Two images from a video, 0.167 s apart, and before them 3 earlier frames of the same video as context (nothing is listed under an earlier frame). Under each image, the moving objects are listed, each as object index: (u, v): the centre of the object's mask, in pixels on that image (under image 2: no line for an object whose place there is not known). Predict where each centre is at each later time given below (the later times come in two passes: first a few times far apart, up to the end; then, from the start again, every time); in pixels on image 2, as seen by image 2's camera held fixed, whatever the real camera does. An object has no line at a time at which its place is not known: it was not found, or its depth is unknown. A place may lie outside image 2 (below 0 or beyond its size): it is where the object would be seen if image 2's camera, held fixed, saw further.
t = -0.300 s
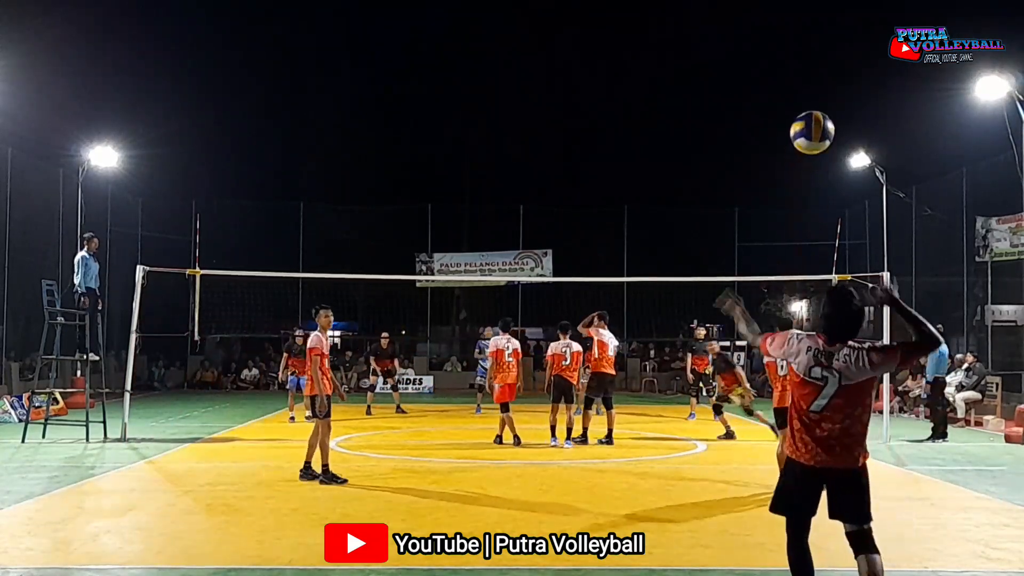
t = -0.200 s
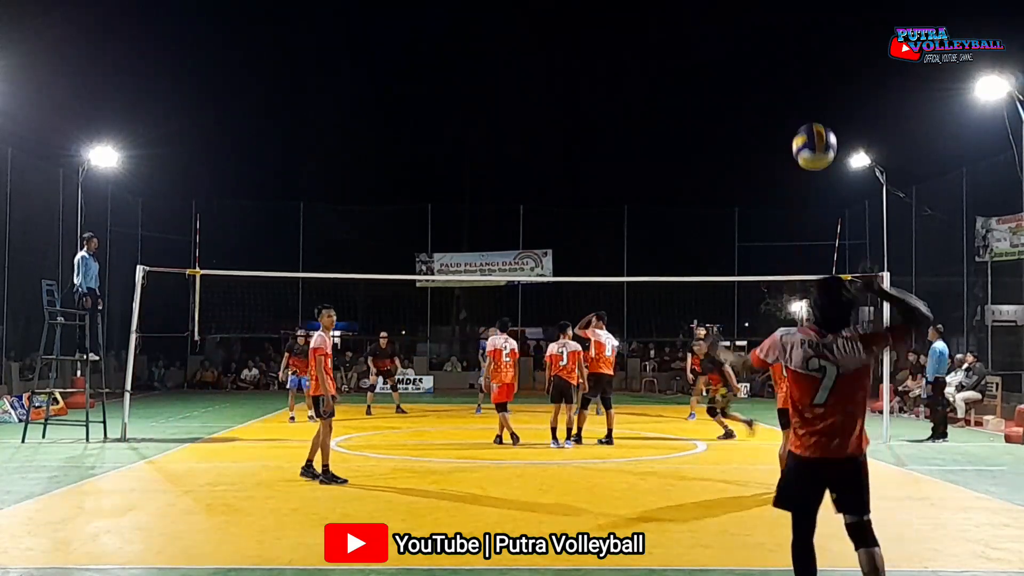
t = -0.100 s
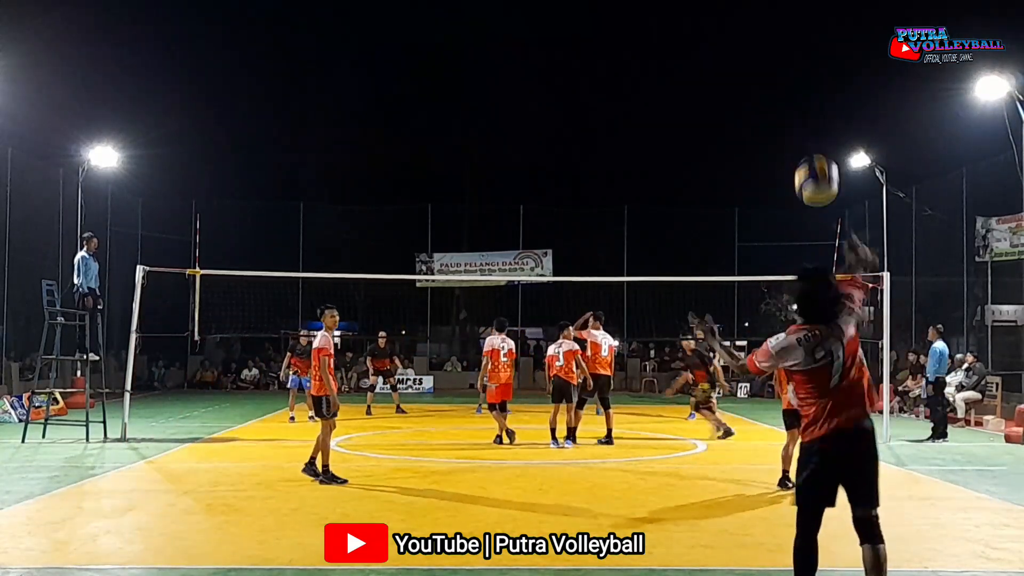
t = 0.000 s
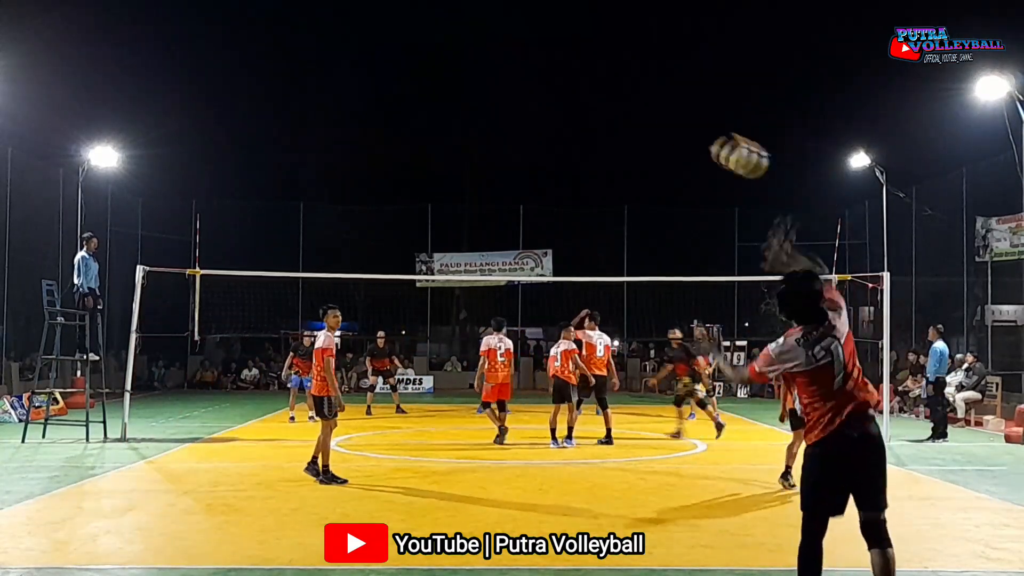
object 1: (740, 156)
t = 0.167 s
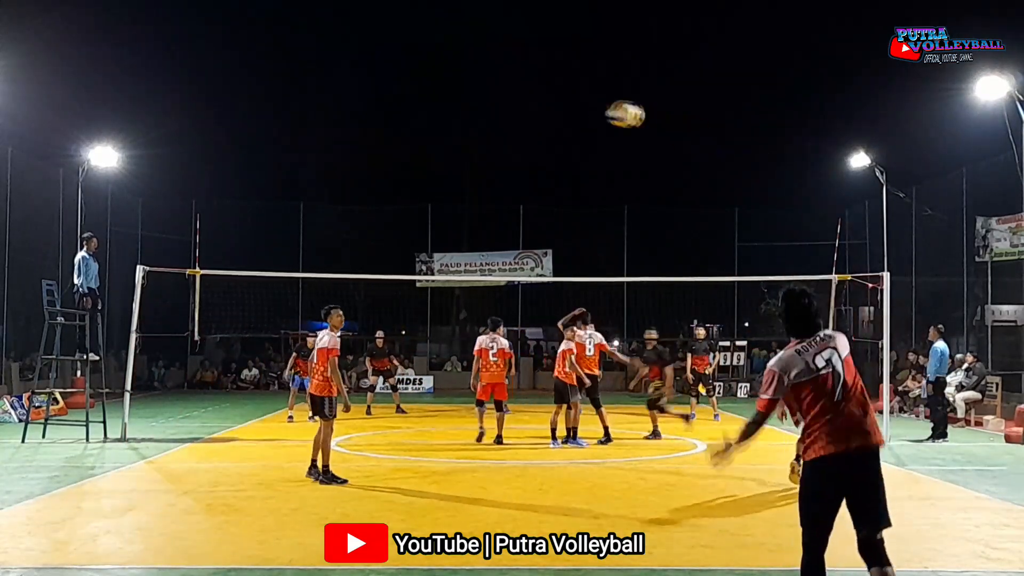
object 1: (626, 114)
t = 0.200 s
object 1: (608, 112)
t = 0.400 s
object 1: (540, 128)
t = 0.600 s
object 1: (494, 169)
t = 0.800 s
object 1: (459, 220)
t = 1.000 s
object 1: (430, 285)
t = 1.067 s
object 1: (423, 306)
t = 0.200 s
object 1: (608, 112)
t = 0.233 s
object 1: (594, 111)
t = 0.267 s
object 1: (581, 113)
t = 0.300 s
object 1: (569, 115)
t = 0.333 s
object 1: (558, 119)
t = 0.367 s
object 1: (549, 123)
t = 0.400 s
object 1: (540, 128)
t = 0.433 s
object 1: (530, 135)
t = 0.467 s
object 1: (522, 140)
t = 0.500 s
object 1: (515, 147)
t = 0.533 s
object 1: (507, 155)
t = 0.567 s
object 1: (500, 162)
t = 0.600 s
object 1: (494, 169)
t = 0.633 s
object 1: (487, 177)
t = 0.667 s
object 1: (481, 185)
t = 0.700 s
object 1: (476, 193)
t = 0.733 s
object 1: (470, 202)
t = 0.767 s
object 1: (464, 211)
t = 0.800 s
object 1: (459, 220)
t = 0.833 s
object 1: (453, 230)
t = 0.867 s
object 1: (448, 241)
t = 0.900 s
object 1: (444, 250)
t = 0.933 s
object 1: (439, 262)
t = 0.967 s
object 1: (435, 271)
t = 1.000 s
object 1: (430, 285)
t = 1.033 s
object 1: (427, 294)
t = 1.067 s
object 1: (423, 306)
